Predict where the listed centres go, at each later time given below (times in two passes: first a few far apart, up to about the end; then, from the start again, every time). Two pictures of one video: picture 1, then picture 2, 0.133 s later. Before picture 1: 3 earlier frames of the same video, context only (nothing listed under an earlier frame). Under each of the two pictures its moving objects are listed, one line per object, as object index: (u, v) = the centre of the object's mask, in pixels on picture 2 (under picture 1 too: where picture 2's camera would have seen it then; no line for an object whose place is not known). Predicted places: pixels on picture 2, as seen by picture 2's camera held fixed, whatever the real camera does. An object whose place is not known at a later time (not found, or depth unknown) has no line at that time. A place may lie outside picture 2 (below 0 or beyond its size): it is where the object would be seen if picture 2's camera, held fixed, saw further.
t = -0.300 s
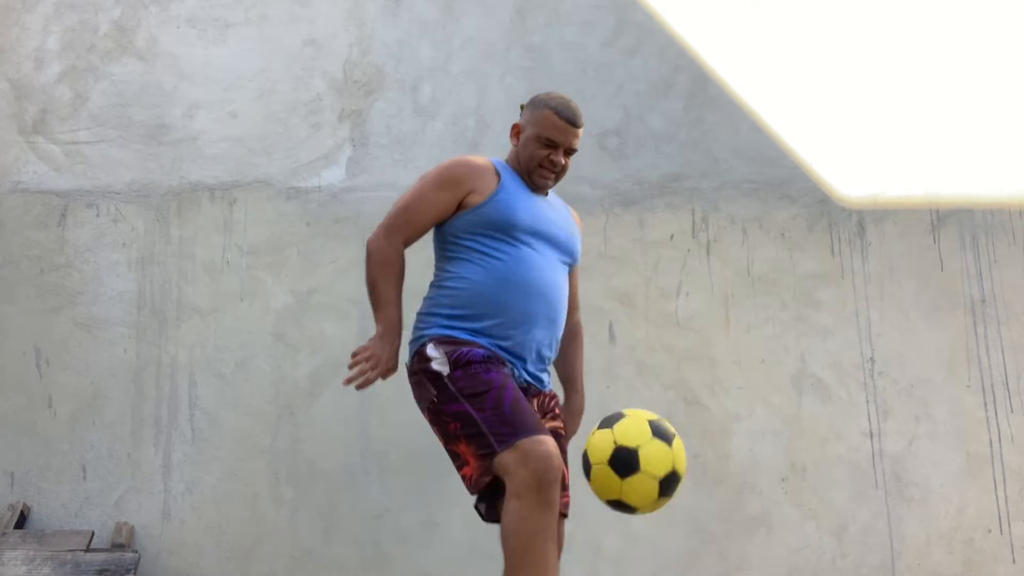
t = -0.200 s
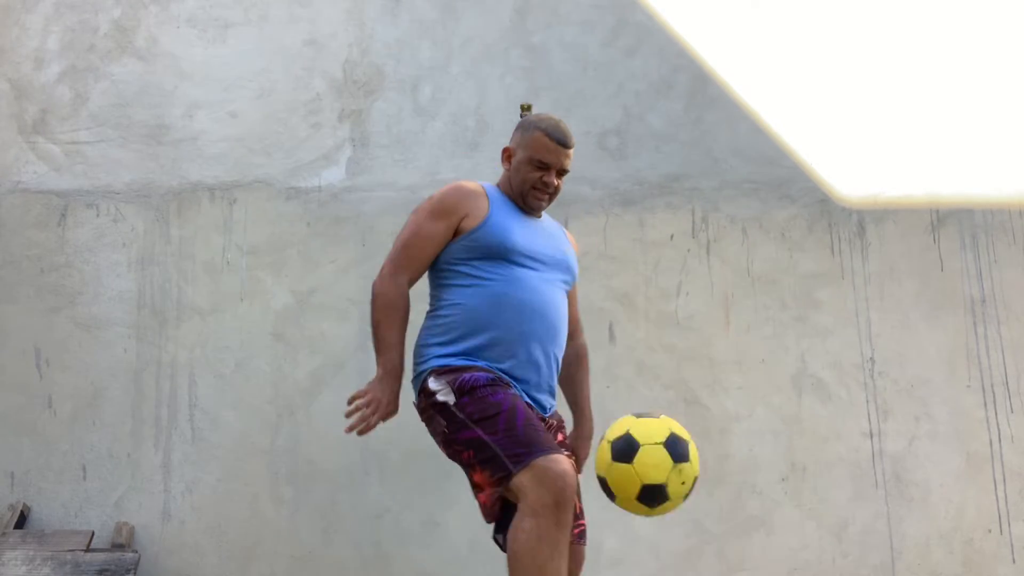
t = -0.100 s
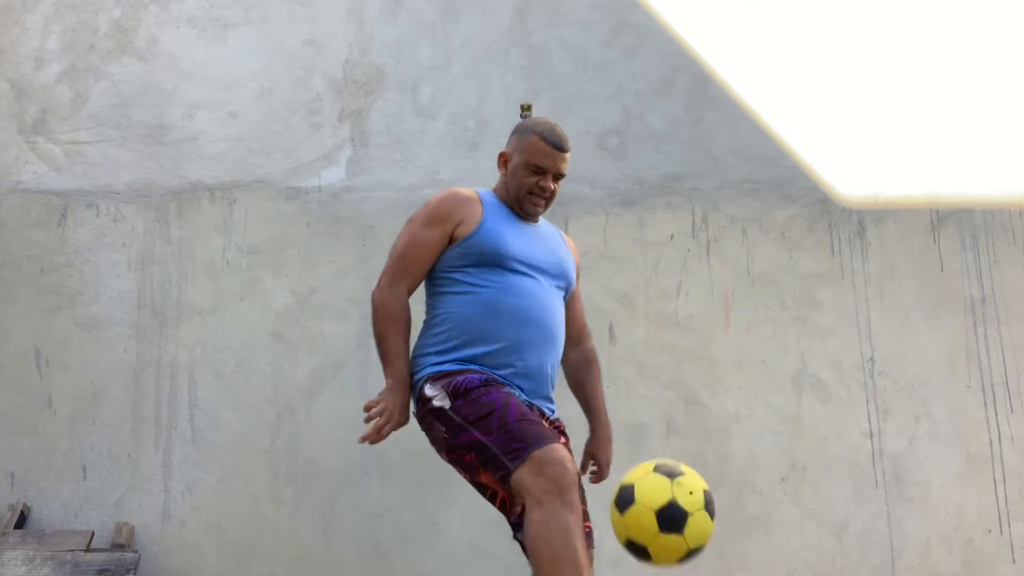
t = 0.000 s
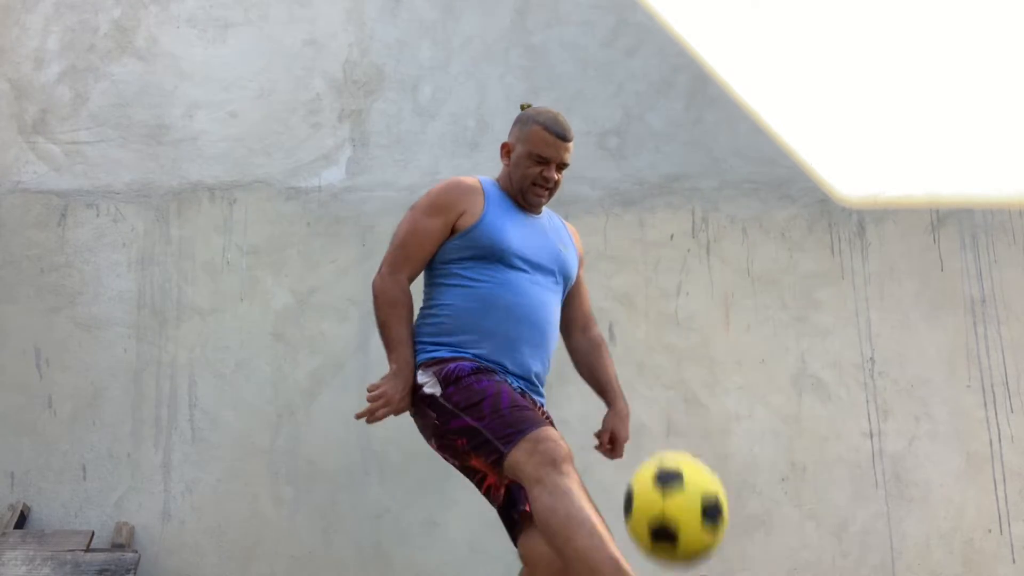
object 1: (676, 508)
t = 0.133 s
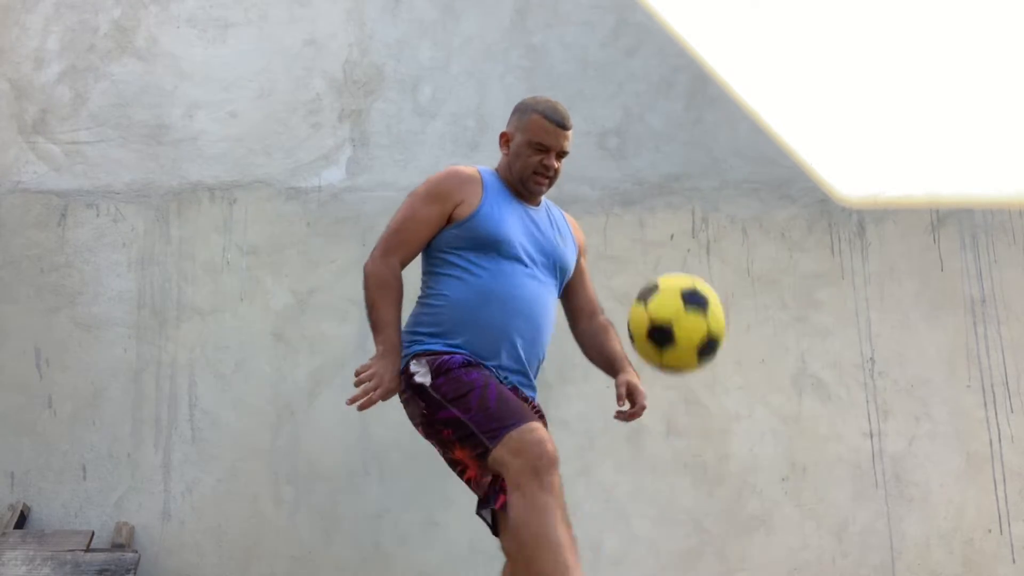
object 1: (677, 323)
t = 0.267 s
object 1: (681, 231)
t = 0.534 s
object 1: (704, 272)
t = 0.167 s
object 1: (678, 292)
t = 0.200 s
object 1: (679, 267)
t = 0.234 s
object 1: (680, 246)
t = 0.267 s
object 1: (681, 231)
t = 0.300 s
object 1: (683, 221)
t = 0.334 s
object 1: (685, 216)
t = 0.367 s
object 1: (687, 215)
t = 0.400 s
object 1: (690, 218)
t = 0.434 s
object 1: (693, 225)
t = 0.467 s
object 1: (696, 237)
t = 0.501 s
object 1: (700, 252)
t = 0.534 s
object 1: (704, 272)
